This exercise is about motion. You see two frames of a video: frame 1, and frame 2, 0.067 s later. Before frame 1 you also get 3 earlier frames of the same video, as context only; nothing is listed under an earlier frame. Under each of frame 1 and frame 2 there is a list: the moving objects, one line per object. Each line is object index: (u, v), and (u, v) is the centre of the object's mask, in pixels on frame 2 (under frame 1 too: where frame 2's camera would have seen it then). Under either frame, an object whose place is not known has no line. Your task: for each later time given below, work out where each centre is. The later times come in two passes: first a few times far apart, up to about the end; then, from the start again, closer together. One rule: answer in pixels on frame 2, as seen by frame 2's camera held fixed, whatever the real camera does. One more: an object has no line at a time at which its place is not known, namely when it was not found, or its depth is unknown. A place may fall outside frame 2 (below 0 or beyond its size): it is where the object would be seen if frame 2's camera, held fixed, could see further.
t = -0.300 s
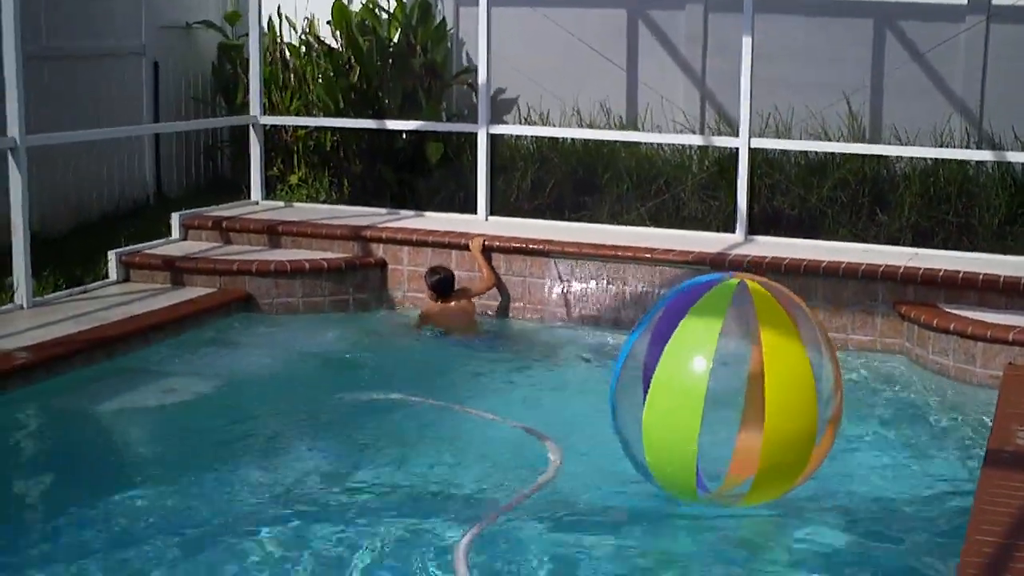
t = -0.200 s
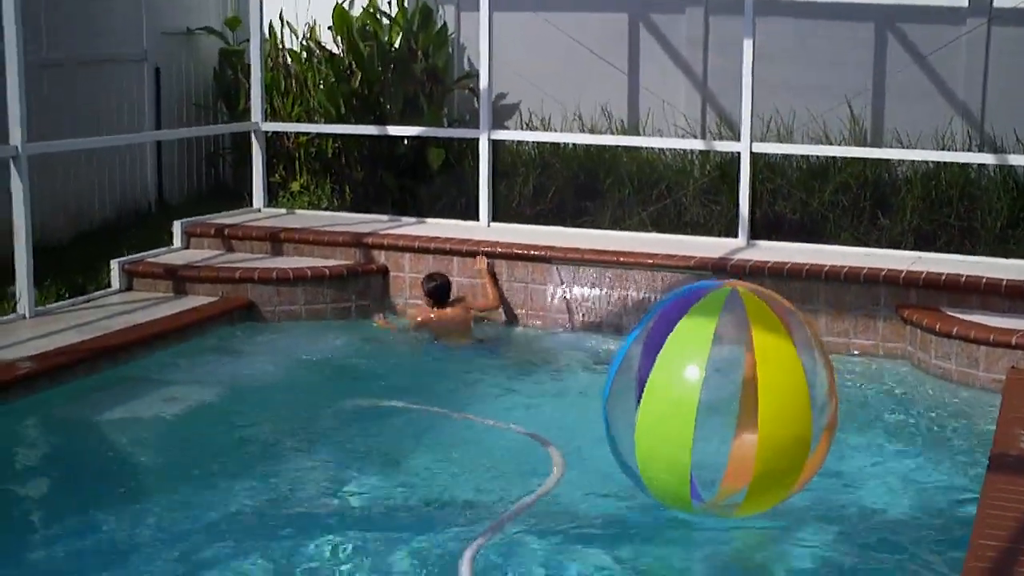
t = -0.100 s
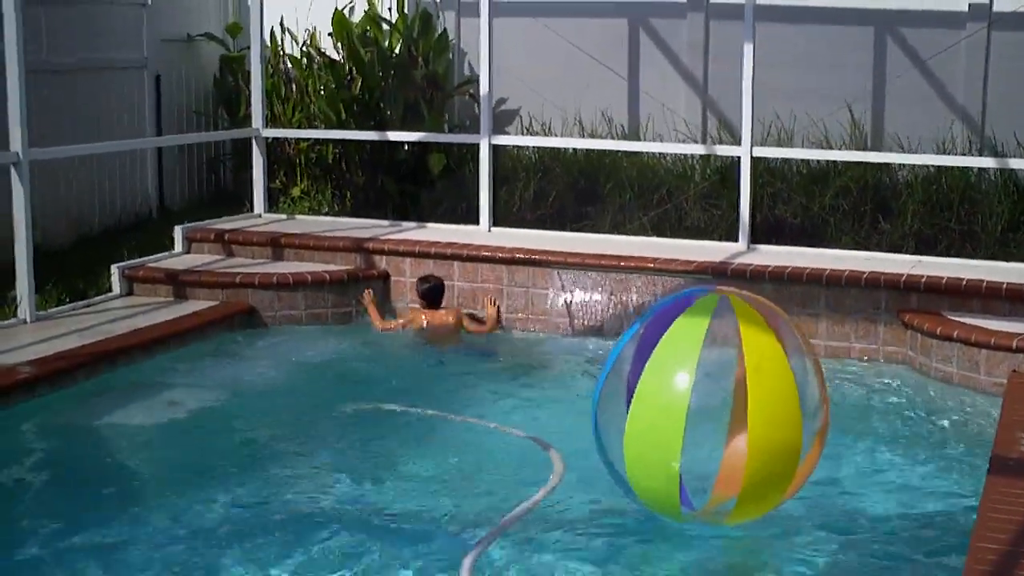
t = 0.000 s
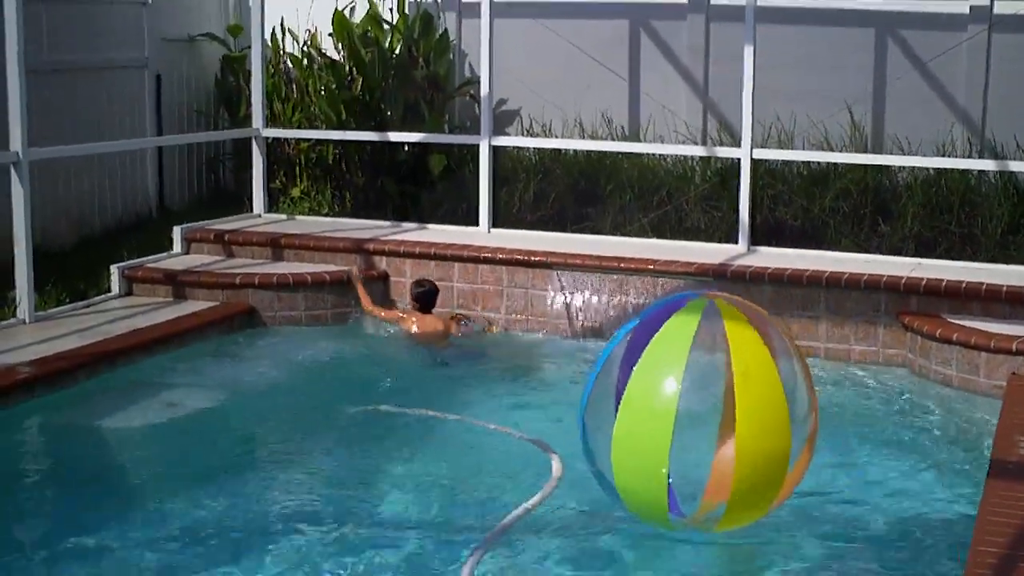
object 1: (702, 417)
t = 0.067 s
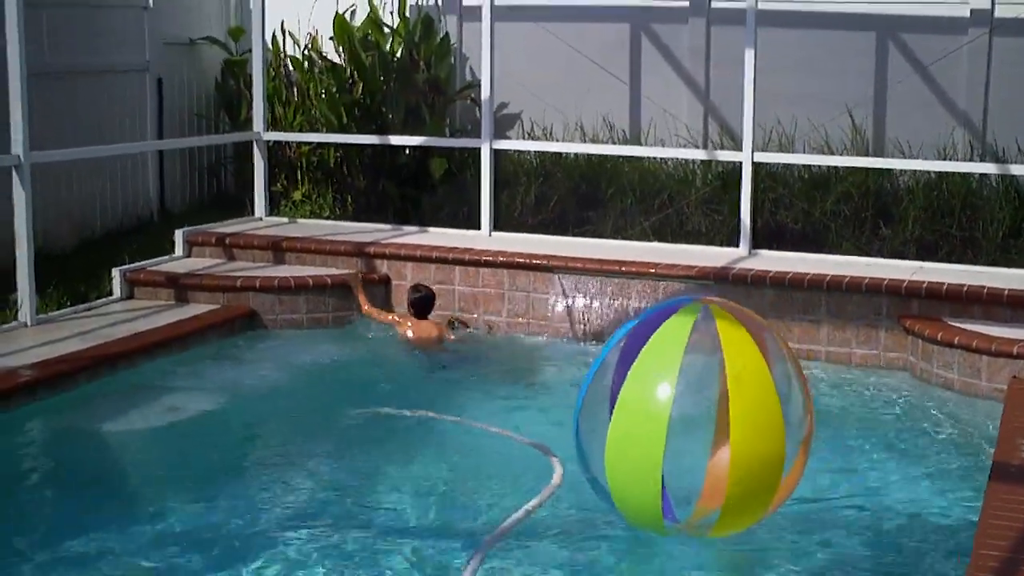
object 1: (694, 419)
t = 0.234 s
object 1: (675, 423)
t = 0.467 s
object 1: (648, 427)
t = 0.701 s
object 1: (620, 433)
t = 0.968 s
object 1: (587, 445)
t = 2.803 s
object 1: (485, 451)
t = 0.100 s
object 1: (690, 419)
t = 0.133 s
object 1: (687, 420)
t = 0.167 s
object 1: (681, 420)
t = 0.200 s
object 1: (679, 423)
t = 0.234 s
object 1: (675, 423)
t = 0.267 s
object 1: (670, 424)
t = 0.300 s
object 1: (667, 423)
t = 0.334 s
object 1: (662, 425)
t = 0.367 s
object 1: (657, 427)
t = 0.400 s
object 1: (653, 428)
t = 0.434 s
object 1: (651, 427)
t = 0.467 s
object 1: (648, 427)
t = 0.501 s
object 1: (643, 429)
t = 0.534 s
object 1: (639, 430)
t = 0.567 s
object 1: (634, 428)
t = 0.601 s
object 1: (632, 430)
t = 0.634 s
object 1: (628, 432)
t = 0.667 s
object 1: (624, 432)
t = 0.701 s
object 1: (620, 433)
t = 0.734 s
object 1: (616, 436)
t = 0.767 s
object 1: (612, 437)
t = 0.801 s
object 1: (608, 439)
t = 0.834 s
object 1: (602, 440)
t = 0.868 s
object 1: (599, 442)
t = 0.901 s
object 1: (596, 444)
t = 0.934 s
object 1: (592, 446)
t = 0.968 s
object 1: (587, 445)
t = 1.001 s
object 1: (583, 445)
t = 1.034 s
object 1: (579, 448)
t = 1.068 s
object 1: (575, 449)
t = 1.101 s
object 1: (572, 450)
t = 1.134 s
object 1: (567, 449)
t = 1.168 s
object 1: (563, 451)
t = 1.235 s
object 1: (555, 454)
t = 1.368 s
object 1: (542, 451)
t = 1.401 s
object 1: (539, 452)
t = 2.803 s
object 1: (485, 451)
